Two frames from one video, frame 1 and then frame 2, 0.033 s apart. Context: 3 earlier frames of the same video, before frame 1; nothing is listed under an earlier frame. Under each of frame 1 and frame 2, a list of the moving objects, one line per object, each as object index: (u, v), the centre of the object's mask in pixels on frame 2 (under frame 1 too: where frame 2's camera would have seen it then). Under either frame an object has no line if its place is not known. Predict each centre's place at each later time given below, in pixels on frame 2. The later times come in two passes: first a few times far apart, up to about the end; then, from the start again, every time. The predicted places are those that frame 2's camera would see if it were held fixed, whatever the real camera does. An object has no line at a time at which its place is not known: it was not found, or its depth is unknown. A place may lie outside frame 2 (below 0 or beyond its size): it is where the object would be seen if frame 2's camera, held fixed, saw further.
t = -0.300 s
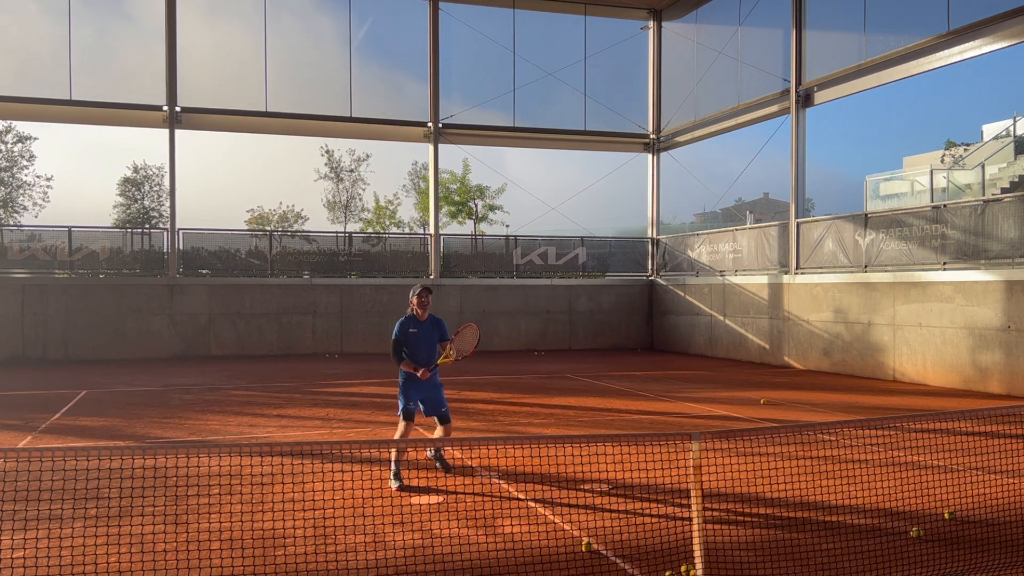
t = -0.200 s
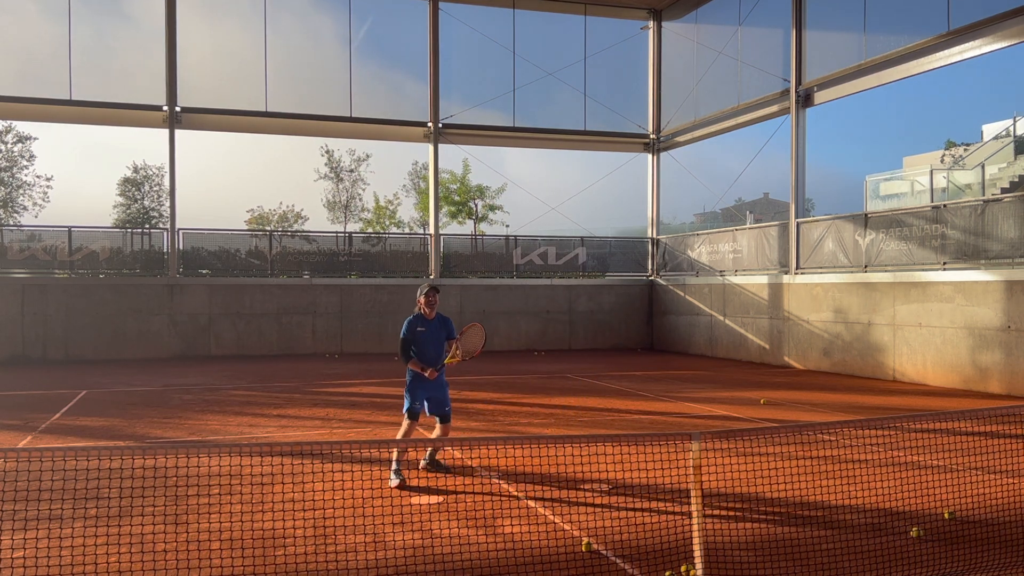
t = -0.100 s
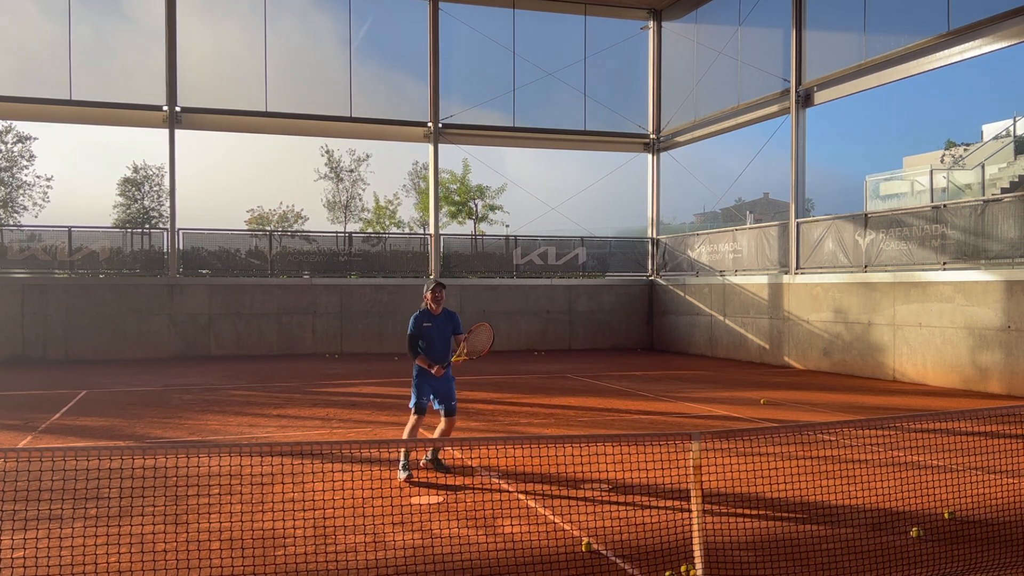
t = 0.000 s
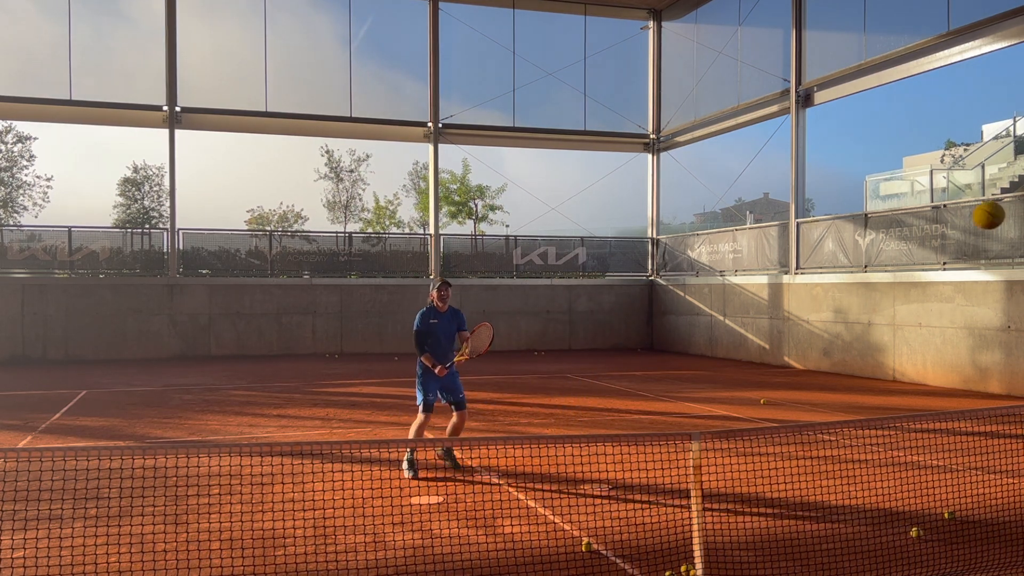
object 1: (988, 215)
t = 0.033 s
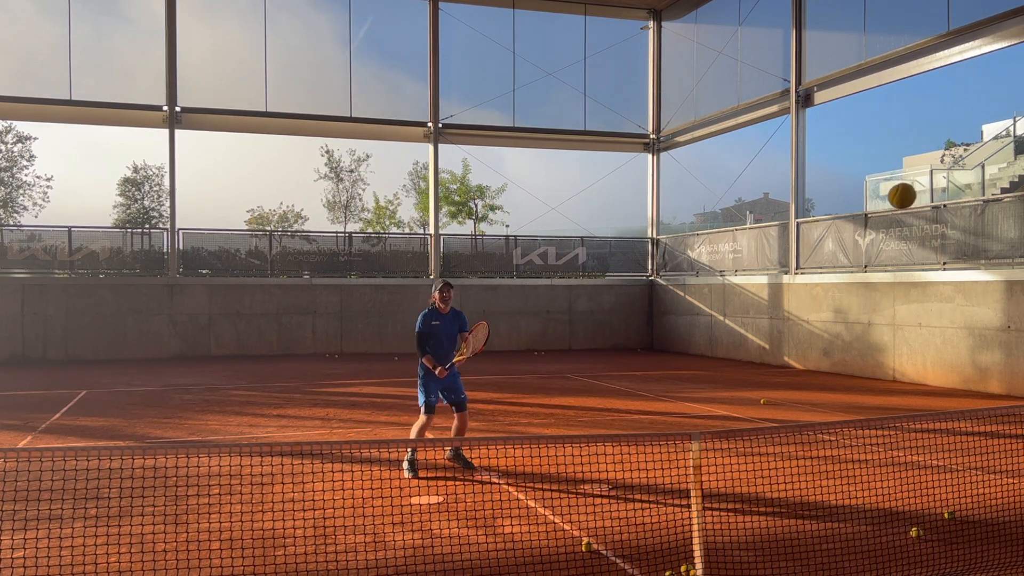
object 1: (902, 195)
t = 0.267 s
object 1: (567, 190)
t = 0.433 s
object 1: (454, 246)
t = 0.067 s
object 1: (830, 183)
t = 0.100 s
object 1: (769, 176)
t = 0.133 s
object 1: (717, 173)
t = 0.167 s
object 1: (672, 173)
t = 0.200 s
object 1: (632, 177)
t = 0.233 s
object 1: (598, 182)
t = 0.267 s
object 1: (567, 190)
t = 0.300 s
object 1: (540, 199)
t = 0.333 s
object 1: (515, 209)
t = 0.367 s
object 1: (493, 220)
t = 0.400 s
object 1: (473, 233)
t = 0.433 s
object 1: (454, 246)
